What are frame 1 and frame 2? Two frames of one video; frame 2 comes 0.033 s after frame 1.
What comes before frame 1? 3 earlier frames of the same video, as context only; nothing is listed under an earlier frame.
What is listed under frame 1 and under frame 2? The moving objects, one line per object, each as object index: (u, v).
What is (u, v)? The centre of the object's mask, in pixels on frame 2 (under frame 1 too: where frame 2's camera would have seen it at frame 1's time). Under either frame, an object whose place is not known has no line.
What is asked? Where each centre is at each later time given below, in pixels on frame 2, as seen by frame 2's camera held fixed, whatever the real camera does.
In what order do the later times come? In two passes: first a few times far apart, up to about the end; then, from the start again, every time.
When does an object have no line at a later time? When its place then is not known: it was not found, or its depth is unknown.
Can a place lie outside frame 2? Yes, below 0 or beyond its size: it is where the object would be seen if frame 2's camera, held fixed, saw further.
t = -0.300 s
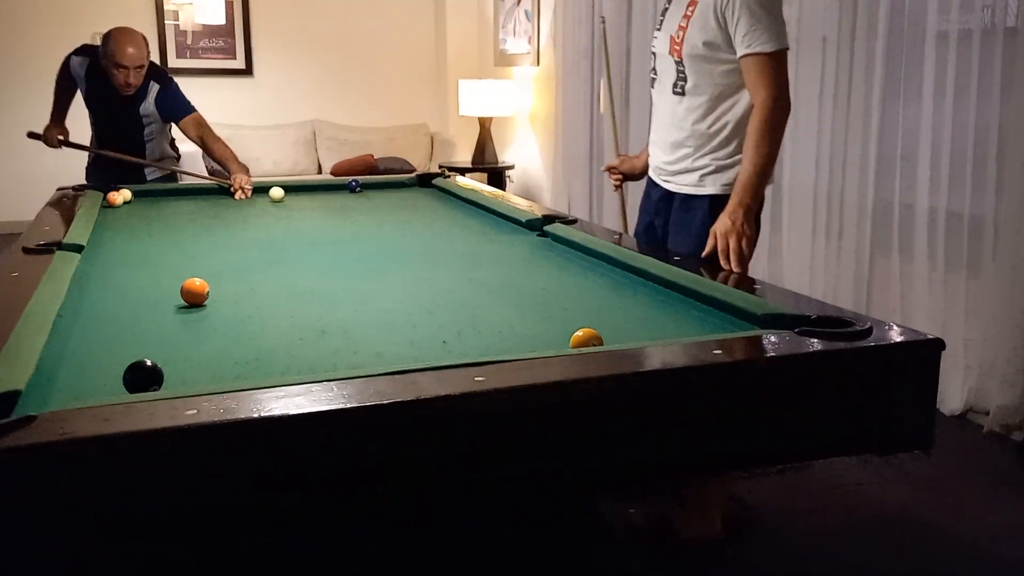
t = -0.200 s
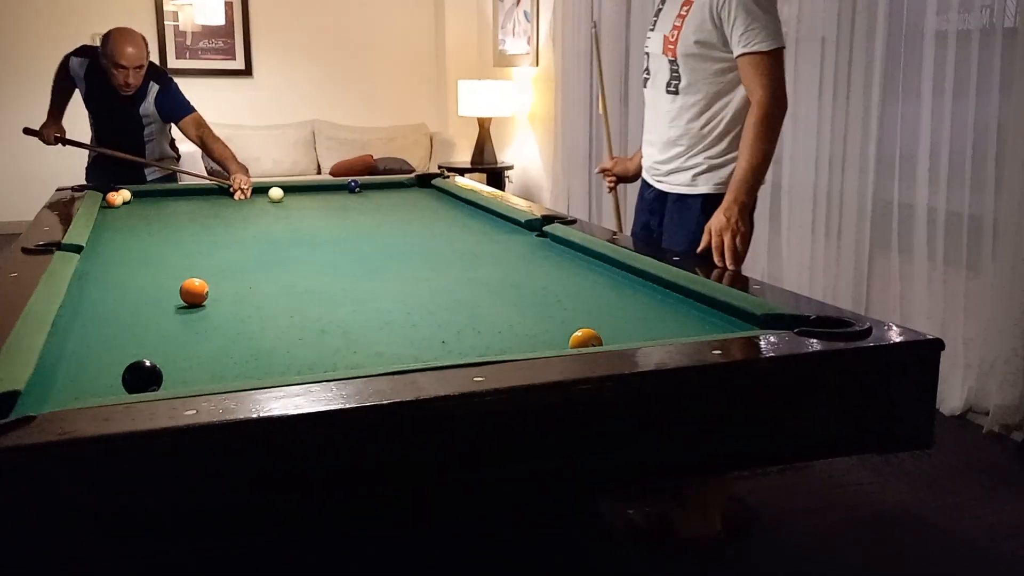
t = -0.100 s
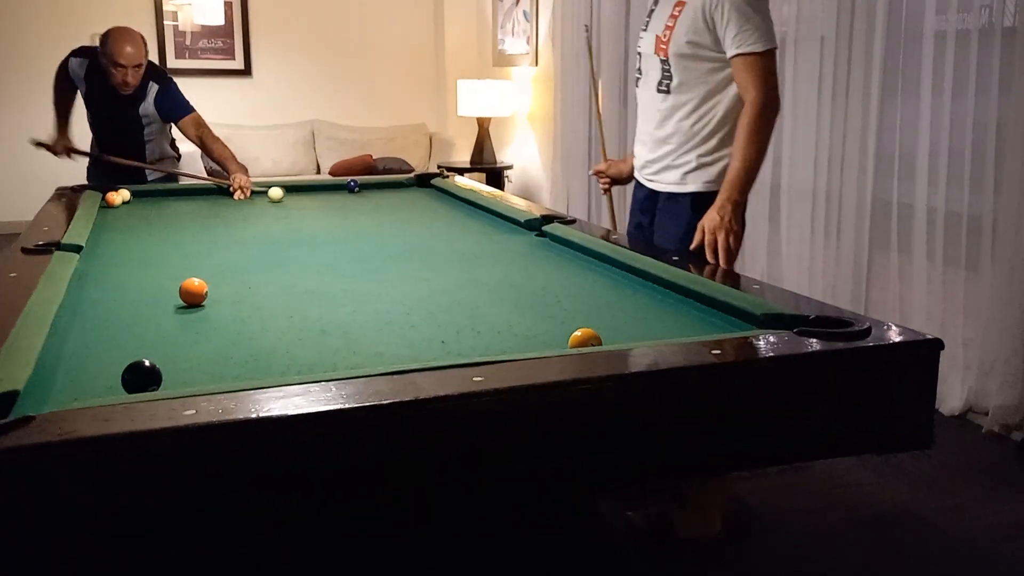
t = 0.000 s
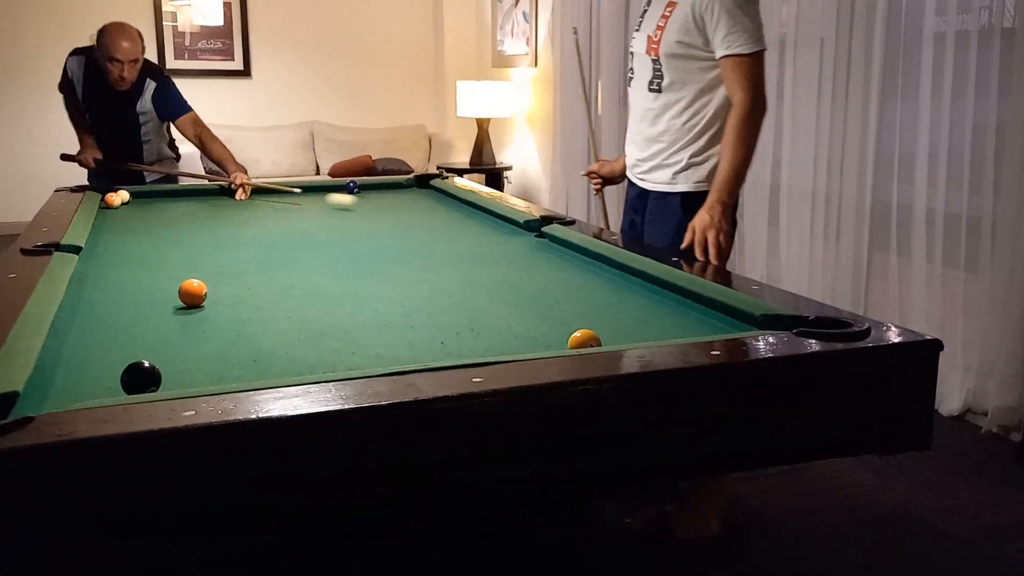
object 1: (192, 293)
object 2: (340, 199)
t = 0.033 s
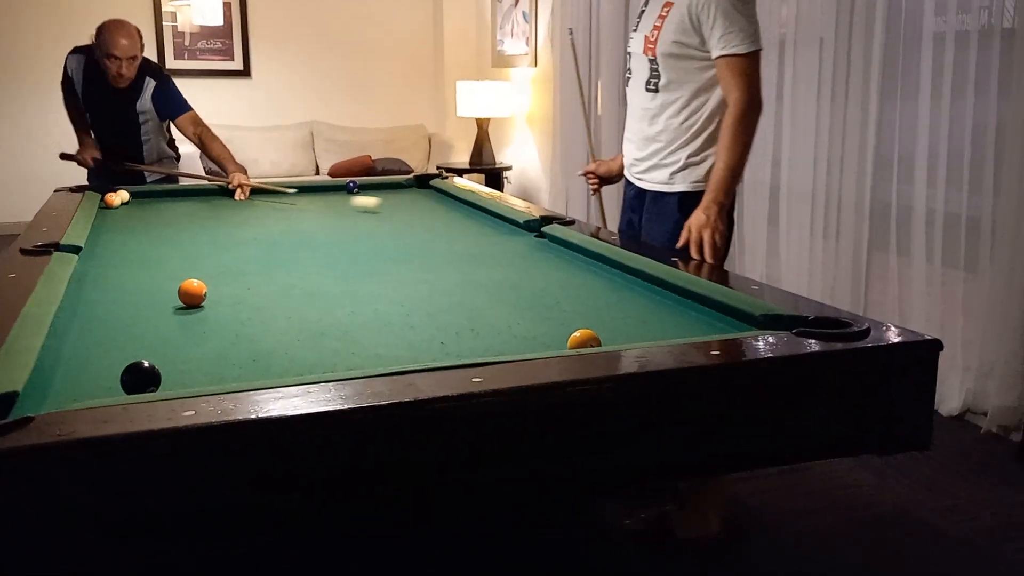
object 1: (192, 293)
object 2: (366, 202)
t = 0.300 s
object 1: (192, 293)
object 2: (479, 228)
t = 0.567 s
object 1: (192, 293)
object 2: (442, 268)
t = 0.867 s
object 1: (192, 292)
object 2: (381, 345)
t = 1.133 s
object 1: (192, 293)
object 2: (198, 351)
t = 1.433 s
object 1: (192, 293)
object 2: (114, 318)
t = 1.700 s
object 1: (229, 285)
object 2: (161, 293)
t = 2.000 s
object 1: (298, 270)
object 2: (161, 279)
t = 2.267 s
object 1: (349, 260)
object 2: (161, 268)
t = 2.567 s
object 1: (398, 250)
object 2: (163, 259)
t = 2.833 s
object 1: (436, 242)
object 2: (165, 251)
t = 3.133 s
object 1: (473, 235)
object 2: (169, 244)
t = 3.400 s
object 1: (501, 229)
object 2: (171, 239)
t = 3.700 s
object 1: (523, 227)
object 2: (173, 234)
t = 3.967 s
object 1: (530, 229)
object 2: (176, 230)
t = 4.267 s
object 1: (526, 231)
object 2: (180, 226)
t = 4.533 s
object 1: (519, 231)
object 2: (183, 224)
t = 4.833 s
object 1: (515, 231)
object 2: (186, 222)
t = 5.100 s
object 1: (515, 231)
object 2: (190, 220)
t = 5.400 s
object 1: (515, 231)
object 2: (193, 220)
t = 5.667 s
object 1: (515, 231)
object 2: (195, 219)
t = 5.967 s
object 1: (515, 231)
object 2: (195, 219)
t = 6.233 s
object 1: (515, 231)
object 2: (195, 219)
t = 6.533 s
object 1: (515, 231)
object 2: (195, 219)
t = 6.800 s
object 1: (515, 231)
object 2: (195, 219)
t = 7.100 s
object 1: (515, 231)
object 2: (195, 219)
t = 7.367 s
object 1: (515, 231)
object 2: (195, 219)
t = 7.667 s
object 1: (515, 231)
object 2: (195, 219)
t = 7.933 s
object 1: (515, 231)
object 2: (195, 219)
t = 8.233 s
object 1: (515, 231)
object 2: (195, 219)
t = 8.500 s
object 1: (515, 231)
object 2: (195, 219)
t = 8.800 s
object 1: (515, 231)
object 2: (195, 219)
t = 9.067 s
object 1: (515, 231)
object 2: (195, 219)
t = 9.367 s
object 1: (515, 231)
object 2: (195, 219)
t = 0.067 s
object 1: (192, 293)
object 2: (390, 205)
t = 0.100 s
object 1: (192, 293)
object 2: (415, 207)
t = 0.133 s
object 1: (192, 293)
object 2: (443, 211)
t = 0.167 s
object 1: (192, 293)
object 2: (469, 214)
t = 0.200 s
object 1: (192, 293)
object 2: (492, 216)
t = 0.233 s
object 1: (192, 293)
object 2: (492, 220)
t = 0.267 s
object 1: (192, 293)
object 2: (485, 224)
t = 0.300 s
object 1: (192, 293)
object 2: (479, 228)
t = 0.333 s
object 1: (192, 293)
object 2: (473, 232)
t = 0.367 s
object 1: (192, 293)
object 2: (469, 237)
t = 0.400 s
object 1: (192, 293)
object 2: (464, 241)
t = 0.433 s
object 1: (192, 293)
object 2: (460, 246)
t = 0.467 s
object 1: (192, 293)
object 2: (456, 251)
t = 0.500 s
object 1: (192, 293)
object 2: (451, 257)
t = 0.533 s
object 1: (192, 293)
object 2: (447, 262)
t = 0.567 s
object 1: (192, 293)
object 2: (442, 268)
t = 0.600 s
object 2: (437, 274)
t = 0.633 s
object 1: (192, 293)
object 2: (431, 281)
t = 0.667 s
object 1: (192, 293)
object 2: (425, 289)
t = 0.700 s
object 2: (419, 296)
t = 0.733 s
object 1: (192, 293)
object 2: (413, 304)
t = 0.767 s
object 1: (192, 293)
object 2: (406, 314)
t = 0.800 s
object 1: (192, 292)
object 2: (398, 323)
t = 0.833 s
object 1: (192, 292)
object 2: (390, 334)
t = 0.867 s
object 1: (192, 292)
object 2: (381, 345)
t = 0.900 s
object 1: (192, 292)
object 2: (372, 353)
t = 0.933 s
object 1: (192, 292)
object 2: (359, 360)
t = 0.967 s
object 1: (192, 292)
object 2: (330, 362)
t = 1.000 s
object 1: (192, 292)
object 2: (304, 361)
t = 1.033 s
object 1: (192, 292)
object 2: (277, 360)
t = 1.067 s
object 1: (192, 292)
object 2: (249, 356)
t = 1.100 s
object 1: (192, 293)
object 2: (224, 354)
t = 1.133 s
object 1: (192, 293)
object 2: (198, 351)
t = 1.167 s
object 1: (192, 293)
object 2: (174, 349)
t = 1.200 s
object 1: (192, 293)
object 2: (152, 345)
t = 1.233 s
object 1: (192, 293)
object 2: (127, 344)
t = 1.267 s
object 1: (192, 293)
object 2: (105, 340)
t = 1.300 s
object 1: (192, 293)
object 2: (83, 338)
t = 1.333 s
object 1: (192, 293)
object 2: (66, 335)
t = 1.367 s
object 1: (192, 293)
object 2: (84, 329)
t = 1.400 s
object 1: (192, 293)
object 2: (100, 322)
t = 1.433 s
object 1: (192, 293)
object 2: (114, 318)
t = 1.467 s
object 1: (192, 293)
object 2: (127, 313)
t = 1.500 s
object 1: (192, 293)
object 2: (139, 308)
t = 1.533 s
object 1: (192, 293)
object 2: (150, 304)
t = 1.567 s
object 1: (192, 293)
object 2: (162, 299)
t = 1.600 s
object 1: (198, 291)
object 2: (165, 297)
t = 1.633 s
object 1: (210, 289)
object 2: (162, 296)
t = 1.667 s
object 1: (220, 287)
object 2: (161, 295)
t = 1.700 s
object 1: (229, 285)
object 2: (161, 293)
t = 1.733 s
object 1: (238, 283)
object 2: (160, 291)
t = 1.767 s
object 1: (245, 281)
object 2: (160, 289)
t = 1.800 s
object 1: (253, 280)
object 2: (160, 288)
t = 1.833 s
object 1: (261, 278)
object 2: (160, 286)
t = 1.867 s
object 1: (269, 277)
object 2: (160, 285)
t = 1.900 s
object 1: (276, 275)
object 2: (160, 283)
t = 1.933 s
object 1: (284, 273)
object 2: (160, 282)
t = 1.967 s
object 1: (291, 271)
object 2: (161, 280)
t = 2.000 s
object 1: (298, 270)
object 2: (161, 279)
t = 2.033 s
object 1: (305, 269)
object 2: (161, 278)
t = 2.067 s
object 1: (312, 268)
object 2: (161, 276)
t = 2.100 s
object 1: (318, 266)
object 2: (161, 275)
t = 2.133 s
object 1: (325, 265)
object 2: (161, 274)
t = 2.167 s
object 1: (331, 263)
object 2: (161, 272)
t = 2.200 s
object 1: (337, 262)
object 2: (161, 271)
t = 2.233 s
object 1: (343, 261)
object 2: (161, 270)
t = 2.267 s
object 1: (349, 260)
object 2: (161, 268)
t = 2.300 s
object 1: (355, 259)
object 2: (162, 268)
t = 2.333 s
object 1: (361, 258)
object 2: (162, 266)
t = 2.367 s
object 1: (366, 256)
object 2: (162, 265)
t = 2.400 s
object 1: (372, 255)
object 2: (162, 264)
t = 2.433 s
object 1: (377, 254)
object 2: (162, 263)
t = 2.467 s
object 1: (382, 253)
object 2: (162, 262)
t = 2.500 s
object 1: (388, 252)
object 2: (162, 261)
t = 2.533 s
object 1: (393, 251)
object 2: (162, 260)
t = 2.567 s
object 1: (398, 250)
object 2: (163, 259)
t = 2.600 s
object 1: (403, 249)
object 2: (163, 258)
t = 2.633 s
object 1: (408, 248)
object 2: (163, 257)
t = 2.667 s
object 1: (413, 247)
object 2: (164, 256)
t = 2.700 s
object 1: (417, 246)
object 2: (164, 255)
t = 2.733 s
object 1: (422, 245)
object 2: (164, 254)
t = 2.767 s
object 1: (427, 244)
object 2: (165, 253)
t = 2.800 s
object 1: (431, 243)
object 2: (165, 252)
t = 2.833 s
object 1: (436, 242)
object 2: (165, 251)
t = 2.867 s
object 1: (440, 241)
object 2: (166, 251)
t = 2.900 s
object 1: (444, 240)
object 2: (166, 250)
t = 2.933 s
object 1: (449, 239)
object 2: (167, 249)
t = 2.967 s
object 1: (453, 239)
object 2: (167, 248)
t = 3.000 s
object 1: (457, 238)
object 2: (167, 247)
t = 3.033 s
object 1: (461, 237)
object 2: (168, 246)
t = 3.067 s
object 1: (465, 236)
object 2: (168, 246)
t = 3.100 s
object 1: (469, 235)
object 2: (168, 245)
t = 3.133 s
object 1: (473, 235)
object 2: (169, 244)
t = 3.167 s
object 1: (476, 234)
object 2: (169, 243)
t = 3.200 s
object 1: (480, 233)
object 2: (169, 243)
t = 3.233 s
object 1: (484, 232)
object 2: (169, 242)
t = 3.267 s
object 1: (487, 231)
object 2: (170, 241)
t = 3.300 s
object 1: (491, 231)
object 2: (170, 241)
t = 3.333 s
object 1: (495, 230)
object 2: (170, 240)
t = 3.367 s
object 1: (498, 229)
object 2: (171, 239)
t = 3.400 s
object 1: (501, 229)
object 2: (171, 239)
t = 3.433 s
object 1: (505, 228)
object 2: (171, 238)
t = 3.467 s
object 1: (508, 227)
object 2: (172, 237)
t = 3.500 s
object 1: (511, 227)
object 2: (172, 237)
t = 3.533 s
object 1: (514, 226)
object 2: (172, 236)
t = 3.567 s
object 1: (518, 226)
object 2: (172, 236)
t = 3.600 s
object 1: (520, 225)
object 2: (173, 235)
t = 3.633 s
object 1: (521, 226)
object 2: (173, 235)
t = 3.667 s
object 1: (522, 226)
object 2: (173, 234)
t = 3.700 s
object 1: (523, 227)
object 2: (173, 234)
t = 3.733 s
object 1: (524, 227)
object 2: (174, 233)
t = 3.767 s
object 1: (525, 227)
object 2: (174, 233)
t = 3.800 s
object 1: (526, 228)
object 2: (175, 232)
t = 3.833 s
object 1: (527, 228)
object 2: (175, 232)
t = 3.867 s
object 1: (528, 229)
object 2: (175, 231)
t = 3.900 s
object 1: (529, 229)
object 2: (176, 231)
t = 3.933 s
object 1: (529, 229)
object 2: (176, 230)
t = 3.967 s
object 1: (530, 229)
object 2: (176, 230)
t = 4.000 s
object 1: (531, 230)
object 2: (177, 229)
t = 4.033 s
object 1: (532, 230)
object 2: (177, 229)
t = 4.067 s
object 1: (532, 231)
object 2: (178, 229)
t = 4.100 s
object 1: (531, 231)
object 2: (178, 228)
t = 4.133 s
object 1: (530, 231)
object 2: (178, 228)
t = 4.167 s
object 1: (529, 231)
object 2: (179, 227)
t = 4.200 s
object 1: (528, 231)
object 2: (179, 227)
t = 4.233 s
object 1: (527, 231)
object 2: (179, 227)
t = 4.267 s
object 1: (526, 231)
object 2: (180, 226)
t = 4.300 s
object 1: (525, 231)
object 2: (180, 226)
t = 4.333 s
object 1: (524, 231)
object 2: (181, 226)
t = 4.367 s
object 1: (523, 231)
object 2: (181, 225)
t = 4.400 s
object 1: (522, 231)
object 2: (181, 225)
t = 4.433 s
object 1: (522, 231)
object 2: (182, 225)
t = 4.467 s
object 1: (521, 231)
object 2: (182, 225)
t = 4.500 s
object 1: (520, 231)
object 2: (182, 224)
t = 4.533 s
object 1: (519, 231)
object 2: (183, 224)
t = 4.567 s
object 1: (519, 231)
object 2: (183, 224)
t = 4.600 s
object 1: (518, 231)
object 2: (184, 223)
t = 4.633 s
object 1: (518, 231)
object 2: (184, 223)
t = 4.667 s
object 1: (517, 231)
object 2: (184, 223)
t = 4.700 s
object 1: (517, 231)
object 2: (185, 222)
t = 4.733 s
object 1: (517, 231)
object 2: (185, 222)
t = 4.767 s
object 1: (516, 231)
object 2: (185, 222)
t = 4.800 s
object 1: (516, 231)
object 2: (186, 222)
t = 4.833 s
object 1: (515, 231)
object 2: (186, 222)
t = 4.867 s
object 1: (515, 231)
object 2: (186, 221)
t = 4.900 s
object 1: (515, 231)
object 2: (187, 221)
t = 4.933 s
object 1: (515, 231)
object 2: (187, 221)
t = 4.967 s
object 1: (515, 231)
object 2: (188, 221)
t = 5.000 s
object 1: (515, 231)
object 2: (188, 221)
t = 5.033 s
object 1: (515, 231)
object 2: (189, 221)
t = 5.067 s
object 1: (515, 231)
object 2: (189, 220)
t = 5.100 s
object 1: (515, 231)
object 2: (190, 220)
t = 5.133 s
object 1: (515, 231)
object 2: (190, 220)
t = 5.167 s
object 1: (515, 231)
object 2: (191, 220)
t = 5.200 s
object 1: (515, 231)
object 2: (191, 220)
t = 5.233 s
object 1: (515, 231)
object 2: (191, 220)
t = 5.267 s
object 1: (515, 231)
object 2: (192, 220)
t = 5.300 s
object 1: (515, 231)
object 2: (192, 220)
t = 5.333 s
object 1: (515, 231)
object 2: (193, 220)
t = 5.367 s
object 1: (515, 231)
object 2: (193, 220)
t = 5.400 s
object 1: (515, 231)
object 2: (193, 220)
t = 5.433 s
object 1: (515, 231)
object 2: (193, 220)
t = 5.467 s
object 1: (515, 231)
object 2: (193, 219)
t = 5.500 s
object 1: (515, 231)
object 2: (194, 219)
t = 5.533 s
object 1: (515, 231)
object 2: (194, 219)
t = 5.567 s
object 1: (515, 231)
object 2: (194, 219)
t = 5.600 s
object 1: (515, 231)
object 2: (194, 219)
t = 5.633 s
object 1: (515, 231)
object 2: (195, 219)
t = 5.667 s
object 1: (515, 231)
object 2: (195, 219)
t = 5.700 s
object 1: (515, 231)
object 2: (195, 219)
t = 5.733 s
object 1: (515, 231)
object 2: (195, 219)
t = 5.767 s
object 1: (515, 231)
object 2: (195, 219)
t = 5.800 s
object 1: (515, 231)
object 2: (195, 219)
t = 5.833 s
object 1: (515, 231)
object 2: (195, 219)
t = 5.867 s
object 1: (515, 231)
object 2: (195, 219)
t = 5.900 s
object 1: (515, 231)
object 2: (195, 219)
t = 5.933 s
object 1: (515, 231)
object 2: (195, 219)
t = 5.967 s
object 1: (515, 231)
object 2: (195, 219)
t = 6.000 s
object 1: (515, 231)
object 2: (195, 219)
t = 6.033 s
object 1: (515, 231)
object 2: (195, 219)
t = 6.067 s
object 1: (515, 231)
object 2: (195, 219)
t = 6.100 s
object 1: (515, 231)
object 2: (195, 219)
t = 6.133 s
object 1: (515, 231)
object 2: (195, 219)
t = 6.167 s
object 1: (515, 231)
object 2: (195, 219)
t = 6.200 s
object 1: (515, 231)
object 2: (195, 219)
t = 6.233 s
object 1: (515, 231)
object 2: (195, 219)
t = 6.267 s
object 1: (515, 231)
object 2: (195, 219)
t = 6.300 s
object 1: (515, 231)
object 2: (195, 219)
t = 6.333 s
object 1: (515, 231)
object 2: (195, 219)
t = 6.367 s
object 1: (515, 231)
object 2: (195, 219)
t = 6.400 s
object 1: (515, 231)
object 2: (195, 219)
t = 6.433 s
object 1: (515, 231)
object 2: (195, 219)
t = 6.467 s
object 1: (515, 231)
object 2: (195, 219)
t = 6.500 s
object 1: (515, 231)
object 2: (195, 219)
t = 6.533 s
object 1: (515, 231)
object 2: (195, 219)
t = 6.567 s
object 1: (515, 231)
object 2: (195, 219)
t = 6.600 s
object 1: (515, 231)
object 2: (195, 219)
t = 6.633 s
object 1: (515, 231)
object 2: (195, 219)
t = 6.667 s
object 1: (515, 231)
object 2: (195, 219)
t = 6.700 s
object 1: (515, 231)
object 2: (195, 219)
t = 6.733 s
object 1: (515, 231)
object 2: (195, 219)
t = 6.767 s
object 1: (515, 231)
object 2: (195, 219)
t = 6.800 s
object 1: (515, 231)
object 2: (195, 219)
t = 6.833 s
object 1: (515, 231)
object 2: (195, 219)
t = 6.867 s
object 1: (515, 231)
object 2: (195, 219)
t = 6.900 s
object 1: (515, 231)
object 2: (195, 219)
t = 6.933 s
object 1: (515, 231)
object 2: (195, 219)
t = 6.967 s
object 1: (515, 231)
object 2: (195, 219)
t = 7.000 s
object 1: (515, 231)
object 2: (195, 219)
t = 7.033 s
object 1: (515, 231)
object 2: (195, 219)
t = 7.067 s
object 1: (515, 231)
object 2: (195, 219)
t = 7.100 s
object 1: (515, 231)
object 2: (195, 219)
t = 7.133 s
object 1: (515, 231)
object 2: (195, 219)
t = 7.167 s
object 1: (515, 231)
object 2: (195, 219)
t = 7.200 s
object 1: (515, 231)
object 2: (195, 219)
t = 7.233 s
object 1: (515, 231)
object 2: (195, 219)
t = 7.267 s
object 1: (515, 231)
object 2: (195, 219)
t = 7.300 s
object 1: (515, 231)
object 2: (195, 219)
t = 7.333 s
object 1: (515, 231)
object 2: (195, 219)
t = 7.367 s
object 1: (515, 231)
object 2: (195, 219)
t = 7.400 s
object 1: (515, 231)
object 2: (195, 219)
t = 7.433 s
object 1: (515, 231)
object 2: (195, 219)
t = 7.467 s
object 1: (515, 231)
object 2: (195, 219)
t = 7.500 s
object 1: (515, 231)
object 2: (195, 219)
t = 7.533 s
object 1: (515, 231)
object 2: (195, 219)
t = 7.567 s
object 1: (515, 231)
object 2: (195, 219)
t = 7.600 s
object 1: (515, 231)
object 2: (195, 219)
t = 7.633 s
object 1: (515, 231)
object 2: (195, 219)
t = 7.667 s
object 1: (515, 231)
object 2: (195, 219)
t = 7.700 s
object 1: (515, 231)
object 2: (195, 219)
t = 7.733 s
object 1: (515, 231)
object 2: (195, 219)
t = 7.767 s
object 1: (515, 231)
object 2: (195, 219)
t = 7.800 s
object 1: (515, 231)
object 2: (195, 219)
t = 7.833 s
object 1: (515, 231)
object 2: (195, 219)
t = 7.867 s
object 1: (515, 231)
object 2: (195, 219)
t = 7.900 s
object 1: (515, 231)
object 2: (195, 219)
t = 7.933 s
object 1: (515, 231)
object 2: (195, 219)
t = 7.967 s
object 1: (515, 231)
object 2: (195, 219)
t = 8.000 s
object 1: (515, 231)
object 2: (195, 219)
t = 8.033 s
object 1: (515, 231)
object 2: (195, 219)
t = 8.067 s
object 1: (515, 231)
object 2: (195, 219)
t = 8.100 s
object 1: (515, 231)
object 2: (195, 219)
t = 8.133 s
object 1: (515, 231)
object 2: (195, 219)
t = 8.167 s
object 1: (515, 231)
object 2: (195, 219)
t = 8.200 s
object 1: (515, 231)
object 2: (195, 219)
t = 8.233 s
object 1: (515, 231)
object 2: (195, 219)
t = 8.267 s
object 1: (515, 231)
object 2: (195, 219)
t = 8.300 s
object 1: (515, 231)
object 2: (195, 219)
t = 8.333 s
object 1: (515, 231)
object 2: (195, 219)
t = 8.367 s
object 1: (515, 231)
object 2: (195, 219)
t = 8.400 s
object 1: (515, 231)
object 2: (195, 219)
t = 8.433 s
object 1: (515, 231)
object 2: (195, 219)
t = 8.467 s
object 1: (515, 231)
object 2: (195, 219)
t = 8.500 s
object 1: (515, 231)
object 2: (195, 219)
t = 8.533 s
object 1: (515, 231)
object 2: (195, 219)
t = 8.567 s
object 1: (515, 231)
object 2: (195, 219)
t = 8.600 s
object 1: (515, 231)
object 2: (195, 219)
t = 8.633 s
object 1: (515, 231)
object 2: (195, 219)
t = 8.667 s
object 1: (515, 231)
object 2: (195, 219)
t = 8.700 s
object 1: (515, 231)
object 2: (195, 219)
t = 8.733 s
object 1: (515, 231)
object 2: (195, 219)
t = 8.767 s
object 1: (515, 231)
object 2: (195, 219)
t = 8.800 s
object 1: (515, 231)
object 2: (195, 219)
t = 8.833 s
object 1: (515, 231)
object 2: (195, 219)
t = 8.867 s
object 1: (515, 231)
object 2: (195, 219)
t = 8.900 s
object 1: (515, 231)
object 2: (195, 219)
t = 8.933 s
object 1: (515, 231)
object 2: (195, 219)
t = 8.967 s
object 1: (515, 231)
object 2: (195, 219)
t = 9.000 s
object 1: (515, 231)
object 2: (195, 219)
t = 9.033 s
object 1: (515, 231)
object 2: (195, 219)
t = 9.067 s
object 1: (515, 231)
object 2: (195, 219)
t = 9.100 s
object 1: (515, 231)
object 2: (195, 219)
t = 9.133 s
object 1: (515, 231)
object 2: (195, 219)
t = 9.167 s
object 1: (515, 231)
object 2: (195, 219)
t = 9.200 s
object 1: (515, 231)
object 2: (195, 219)
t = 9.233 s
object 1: (515, 231)
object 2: (195, 219)
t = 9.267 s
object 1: (515, 231)
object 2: (195, 219)
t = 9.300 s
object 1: (515, 231)
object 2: (195, 219)
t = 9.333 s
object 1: (515, 231)
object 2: (195, 219)
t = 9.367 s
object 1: (515, 231)
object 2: (195, 219)
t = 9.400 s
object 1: (515, 231)
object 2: (195, 219)
